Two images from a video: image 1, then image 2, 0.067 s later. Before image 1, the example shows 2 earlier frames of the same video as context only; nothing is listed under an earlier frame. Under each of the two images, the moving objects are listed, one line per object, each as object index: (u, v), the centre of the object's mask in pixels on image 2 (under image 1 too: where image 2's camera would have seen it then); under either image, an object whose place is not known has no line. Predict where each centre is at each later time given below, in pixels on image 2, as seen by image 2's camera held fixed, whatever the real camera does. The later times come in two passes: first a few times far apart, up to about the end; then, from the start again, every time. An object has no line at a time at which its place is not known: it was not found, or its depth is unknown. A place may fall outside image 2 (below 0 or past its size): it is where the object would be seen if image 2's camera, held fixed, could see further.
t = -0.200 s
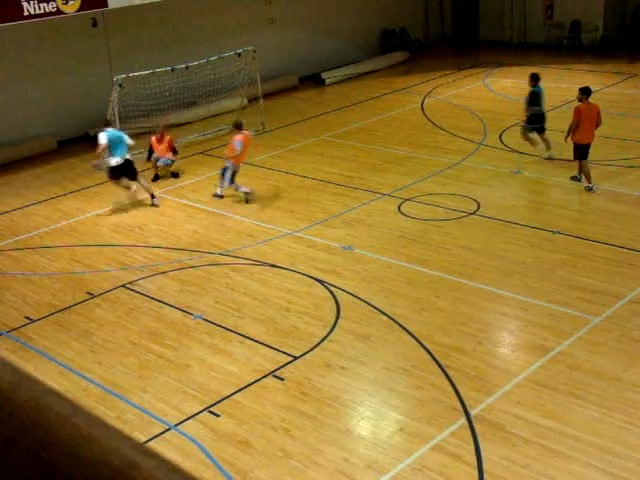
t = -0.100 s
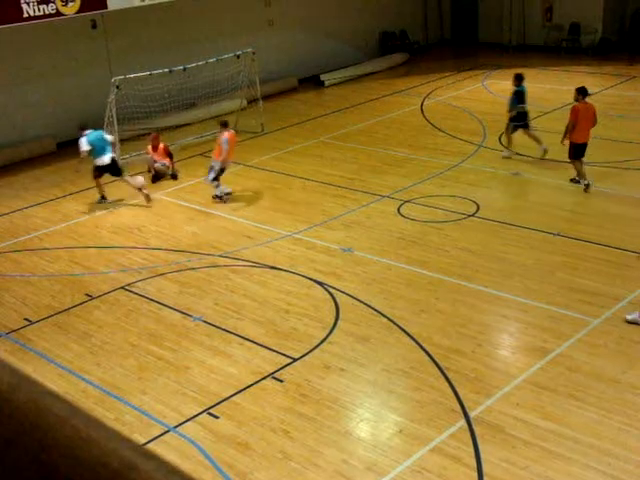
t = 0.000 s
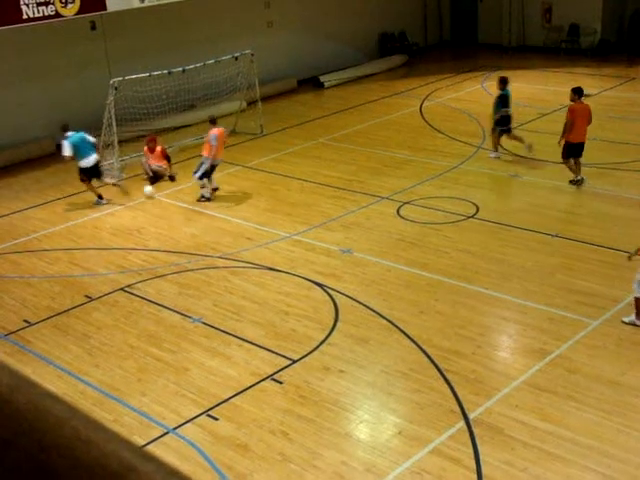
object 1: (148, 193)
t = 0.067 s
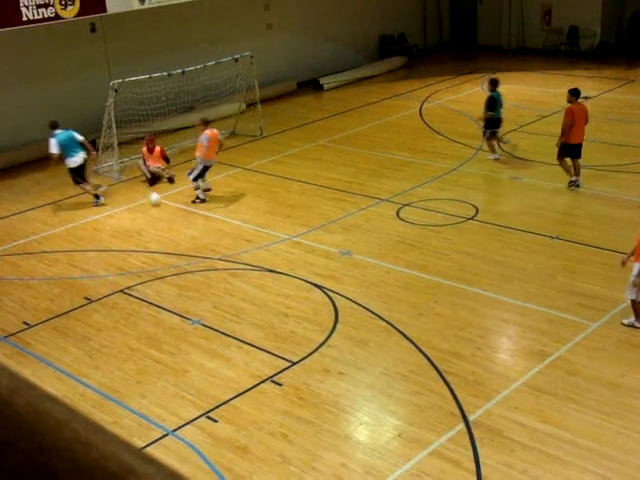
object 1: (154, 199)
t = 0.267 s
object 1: (172, 215)
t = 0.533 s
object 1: (194, 235)
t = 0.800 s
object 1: (216, 253)
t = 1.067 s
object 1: (240, 273)
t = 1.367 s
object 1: (268, 299)
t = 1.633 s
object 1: (296, 323)
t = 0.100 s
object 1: (157, 202)
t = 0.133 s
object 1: (160, 204)
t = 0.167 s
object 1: (164, 207)
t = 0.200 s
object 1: (166, 210)
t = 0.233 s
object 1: (169, 212)
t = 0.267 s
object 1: (172, 215)
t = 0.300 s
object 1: (175, 218)
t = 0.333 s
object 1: (178, 220)
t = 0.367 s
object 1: (181, 223)
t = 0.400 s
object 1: (183, 225)
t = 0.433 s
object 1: (186, 228)
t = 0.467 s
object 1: (189, 230)
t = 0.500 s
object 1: (192, 233)
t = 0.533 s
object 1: (194, 235)
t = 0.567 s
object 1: (197, 237)
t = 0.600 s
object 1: (200, 240)
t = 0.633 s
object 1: (202, 242)
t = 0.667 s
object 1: (205, 244)
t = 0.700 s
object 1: (208, 247)
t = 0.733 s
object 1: (211, 249)
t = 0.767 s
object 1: (214, 251)
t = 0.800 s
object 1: (216, 253)
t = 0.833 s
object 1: (219, 256)
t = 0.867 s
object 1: (222, 258)
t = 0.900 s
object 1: (225, 261)
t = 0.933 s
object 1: (228, 263)
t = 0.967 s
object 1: (230, 266)
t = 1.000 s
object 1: (233, 268)
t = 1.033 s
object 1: (236, 271)
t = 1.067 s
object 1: (240, 273)
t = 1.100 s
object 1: (243, 276)
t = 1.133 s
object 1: (246, 278)
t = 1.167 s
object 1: (249, 282)
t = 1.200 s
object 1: (252, 284)
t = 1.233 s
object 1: (255, 287)
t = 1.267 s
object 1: (258, 290)
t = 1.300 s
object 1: (262, 293)
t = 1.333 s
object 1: (265, 296)
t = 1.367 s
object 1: (268, 299)
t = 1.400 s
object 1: (271, 301)
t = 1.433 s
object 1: (275, 304)
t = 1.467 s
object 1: (279, 308)
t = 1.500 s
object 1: (282, 311)
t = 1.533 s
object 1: (285, 314)
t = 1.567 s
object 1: (289, 317)
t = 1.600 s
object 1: (293, 320)
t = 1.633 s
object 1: (296, 323)
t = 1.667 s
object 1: (299, 327)
